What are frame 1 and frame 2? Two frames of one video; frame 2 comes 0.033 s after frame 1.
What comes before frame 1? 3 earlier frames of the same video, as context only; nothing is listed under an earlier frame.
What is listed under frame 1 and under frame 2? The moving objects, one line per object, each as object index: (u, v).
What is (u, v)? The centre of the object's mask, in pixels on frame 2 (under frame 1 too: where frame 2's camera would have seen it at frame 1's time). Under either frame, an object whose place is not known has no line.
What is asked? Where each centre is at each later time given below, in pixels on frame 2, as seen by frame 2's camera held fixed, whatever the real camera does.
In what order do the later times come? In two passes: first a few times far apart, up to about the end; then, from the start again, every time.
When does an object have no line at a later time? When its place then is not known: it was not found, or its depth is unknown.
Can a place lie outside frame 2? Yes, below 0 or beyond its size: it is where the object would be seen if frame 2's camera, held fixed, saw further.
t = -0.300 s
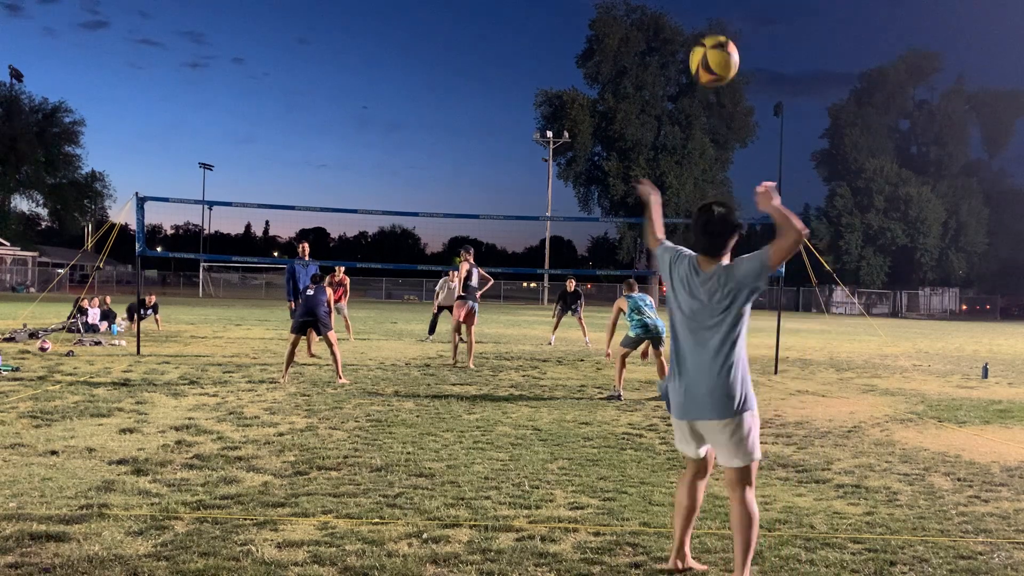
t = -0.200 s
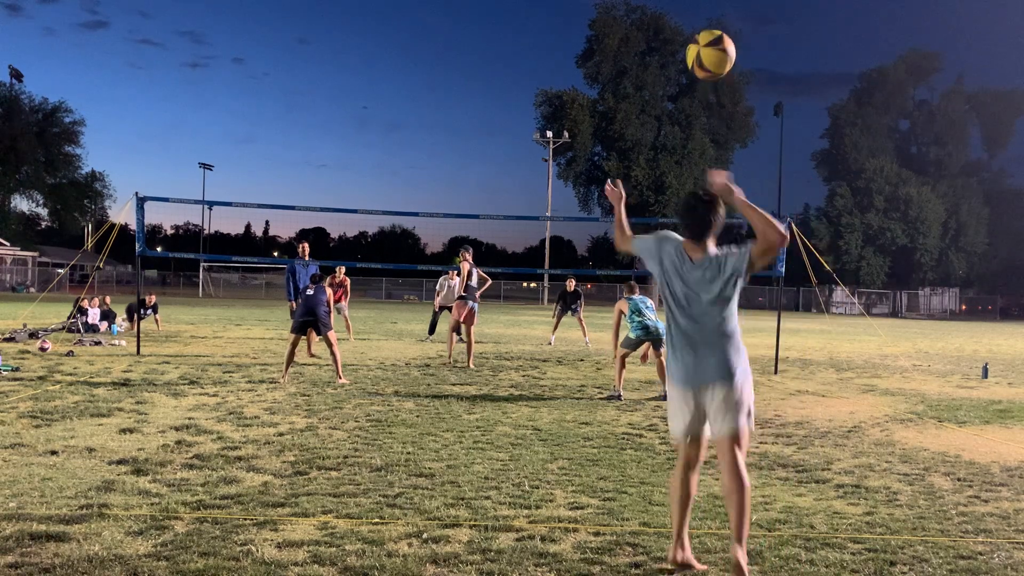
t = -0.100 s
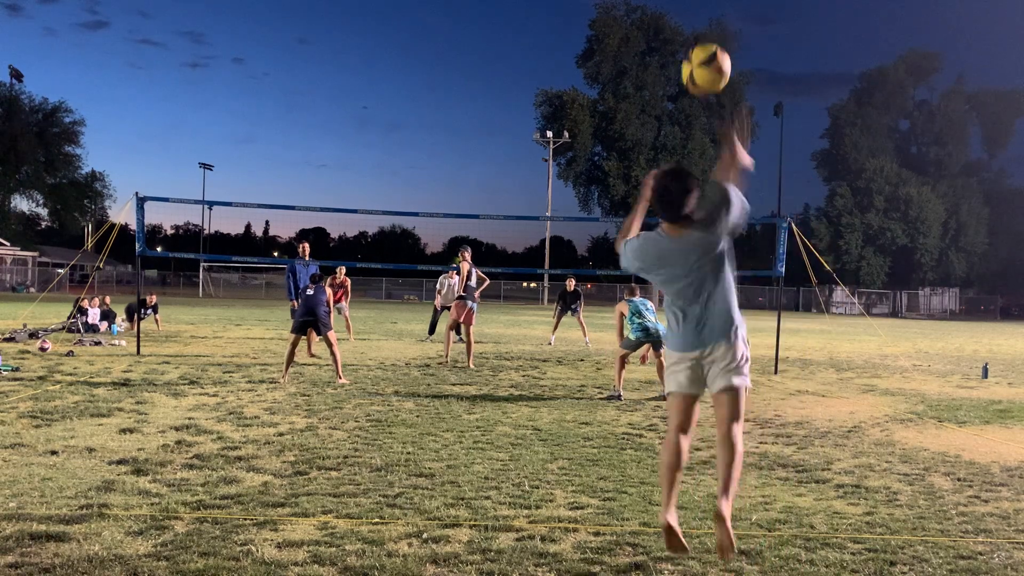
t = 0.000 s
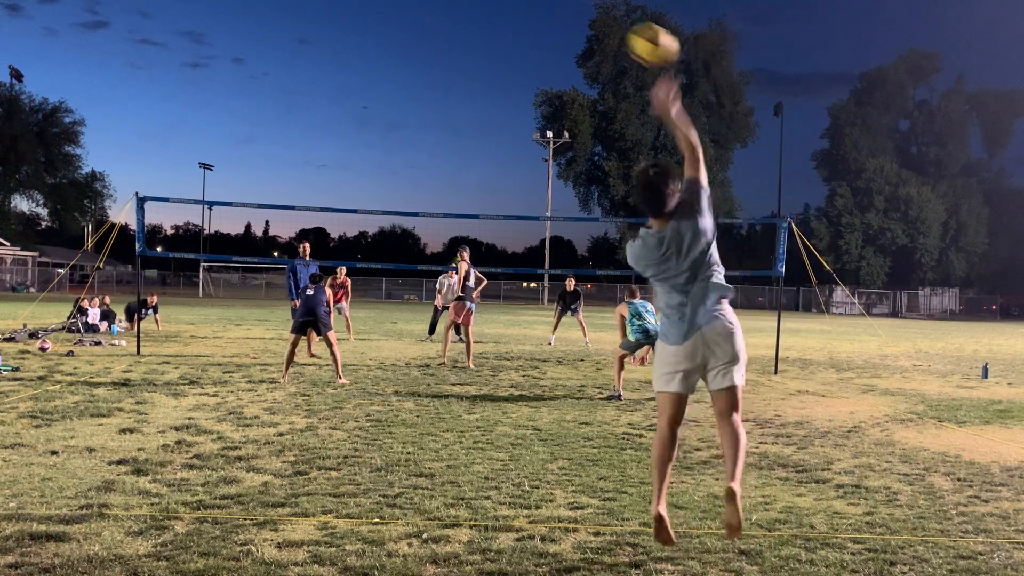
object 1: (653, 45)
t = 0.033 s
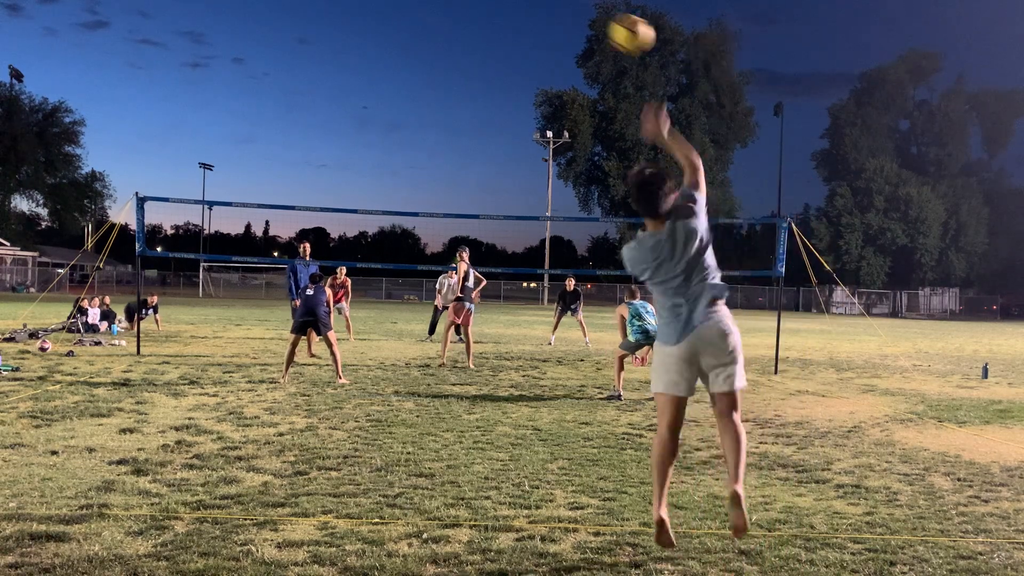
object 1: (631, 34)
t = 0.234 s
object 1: (549, 13)
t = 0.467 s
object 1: (503, 33)
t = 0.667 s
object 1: (481, 68)
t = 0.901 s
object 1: (462, 123)
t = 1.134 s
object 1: (446, 185)
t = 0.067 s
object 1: (613, 27)
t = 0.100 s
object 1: (597, 21)
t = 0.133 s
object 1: (583, 17)
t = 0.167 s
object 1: (570, 15)
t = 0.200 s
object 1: (559, 14)
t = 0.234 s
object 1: (549, 13)
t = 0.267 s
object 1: (540, 14)
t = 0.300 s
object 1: (532, 16)
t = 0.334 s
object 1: (525, 18)
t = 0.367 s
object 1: (519, 21)
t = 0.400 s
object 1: (513, 24)
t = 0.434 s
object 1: (508, 29)
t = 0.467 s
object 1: (503, 33)
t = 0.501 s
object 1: (499, 38)
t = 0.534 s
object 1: (495, 43)
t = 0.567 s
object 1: (491, 49)
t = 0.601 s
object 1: (487, 55)
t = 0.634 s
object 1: (484, 62)
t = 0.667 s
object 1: (481, 68)
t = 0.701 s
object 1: (478, 75)
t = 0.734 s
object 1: (475, 83)
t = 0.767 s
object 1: (472, 90)
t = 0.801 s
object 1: (469, 98)
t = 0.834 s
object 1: (467, 106)
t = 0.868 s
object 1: (464, 115)
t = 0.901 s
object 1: (462, 123)
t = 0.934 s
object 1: (459, 132)
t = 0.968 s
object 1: (457, 141)
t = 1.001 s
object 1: (454, 150)
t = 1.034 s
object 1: (452, 158)
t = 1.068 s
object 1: (449, 167)
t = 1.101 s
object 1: (447, 176)
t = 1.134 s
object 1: (446, 185)
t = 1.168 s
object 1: (444, 194)
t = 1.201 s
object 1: (442, 203)
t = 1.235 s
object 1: (441, 210)
